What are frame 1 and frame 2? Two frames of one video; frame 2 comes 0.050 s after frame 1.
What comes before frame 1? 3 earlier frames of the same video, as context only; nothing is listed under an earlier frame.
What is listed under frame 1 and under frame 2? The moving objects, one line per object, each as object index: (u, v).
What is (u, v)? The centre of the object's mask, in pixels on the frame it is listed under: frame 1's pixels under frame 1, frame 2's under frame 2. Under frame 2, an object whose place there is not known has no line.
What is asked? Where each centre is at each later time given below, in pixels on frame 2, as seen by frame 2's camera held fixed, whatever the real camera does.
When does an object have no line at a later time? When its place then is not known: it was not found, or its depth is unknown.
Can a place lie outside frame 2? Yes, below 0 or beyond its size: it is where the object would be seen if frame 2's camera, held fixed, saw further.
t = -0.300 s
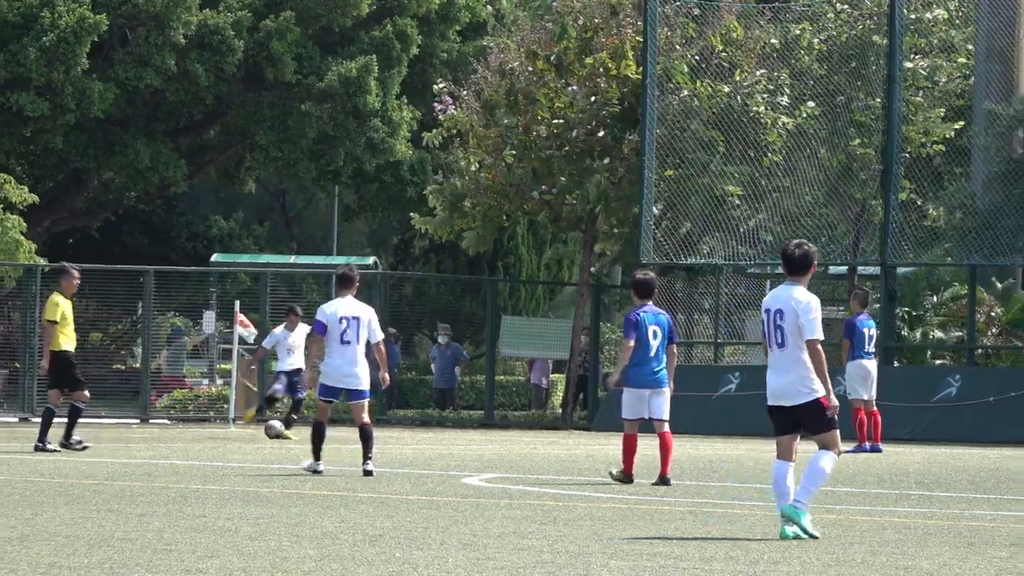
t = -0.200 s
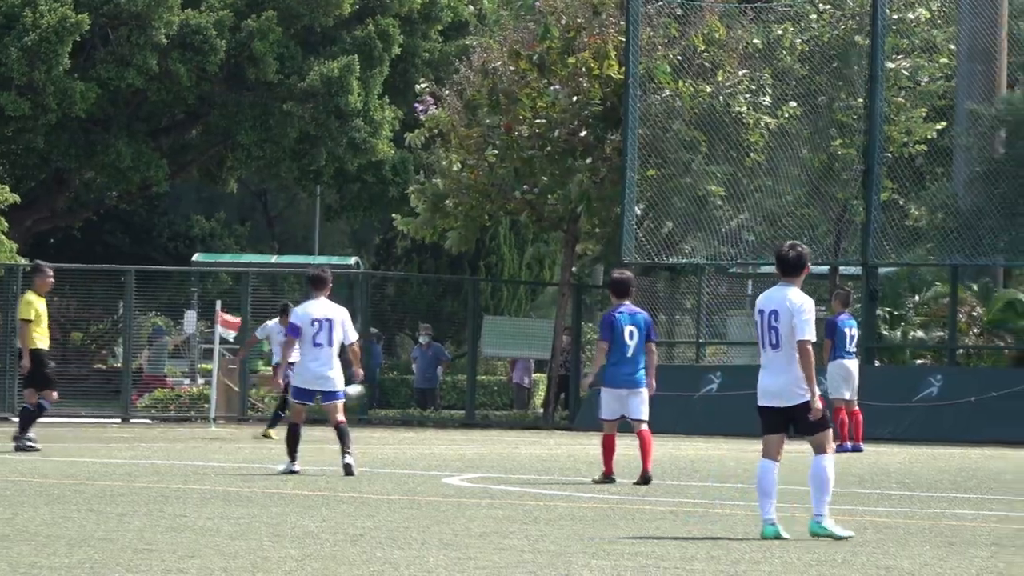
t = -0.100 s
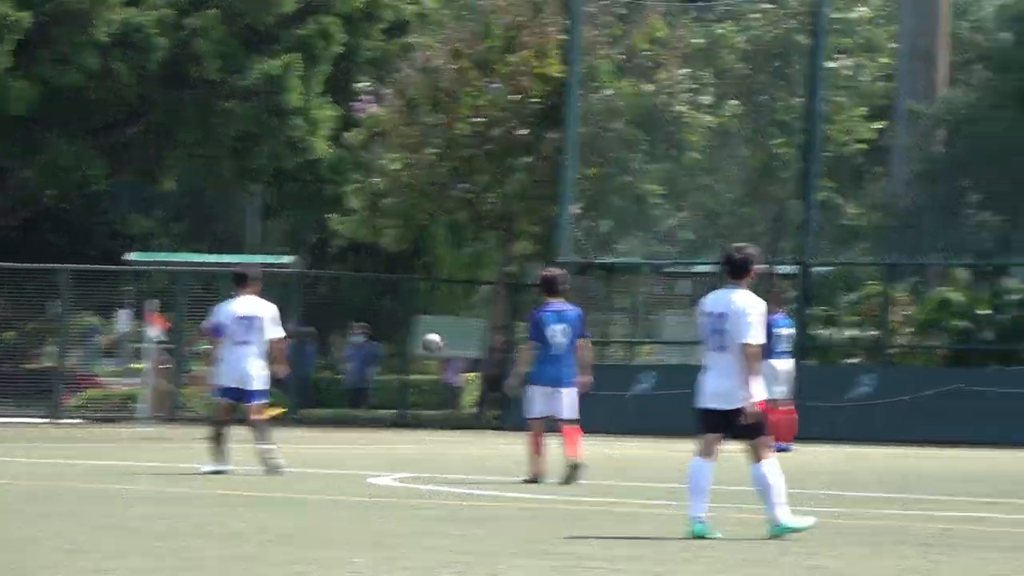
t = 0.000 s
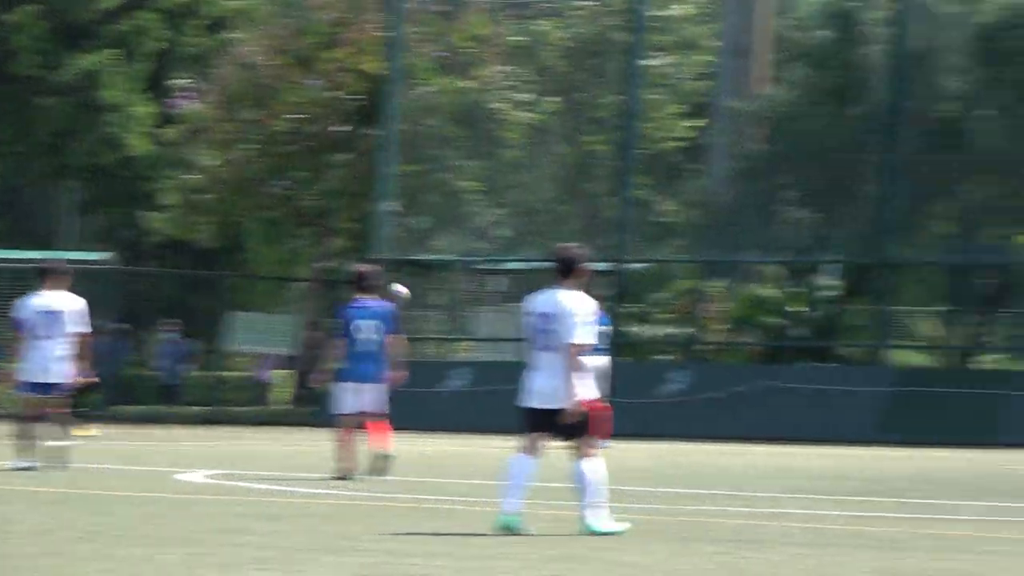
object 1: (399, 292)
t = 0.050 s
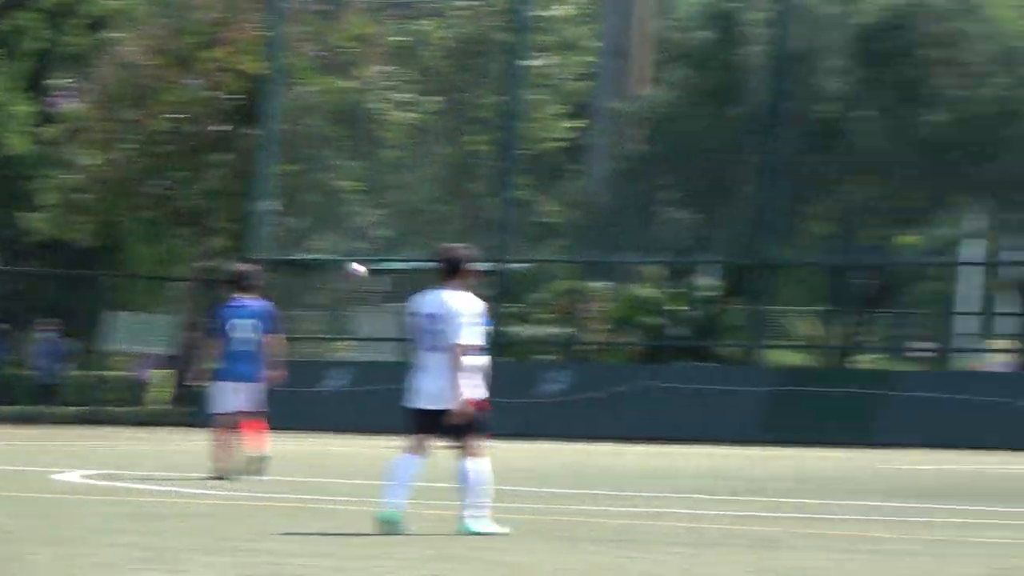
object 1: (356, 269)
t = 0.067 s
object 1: (380, 260)
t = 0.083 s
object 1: (404, 257)
